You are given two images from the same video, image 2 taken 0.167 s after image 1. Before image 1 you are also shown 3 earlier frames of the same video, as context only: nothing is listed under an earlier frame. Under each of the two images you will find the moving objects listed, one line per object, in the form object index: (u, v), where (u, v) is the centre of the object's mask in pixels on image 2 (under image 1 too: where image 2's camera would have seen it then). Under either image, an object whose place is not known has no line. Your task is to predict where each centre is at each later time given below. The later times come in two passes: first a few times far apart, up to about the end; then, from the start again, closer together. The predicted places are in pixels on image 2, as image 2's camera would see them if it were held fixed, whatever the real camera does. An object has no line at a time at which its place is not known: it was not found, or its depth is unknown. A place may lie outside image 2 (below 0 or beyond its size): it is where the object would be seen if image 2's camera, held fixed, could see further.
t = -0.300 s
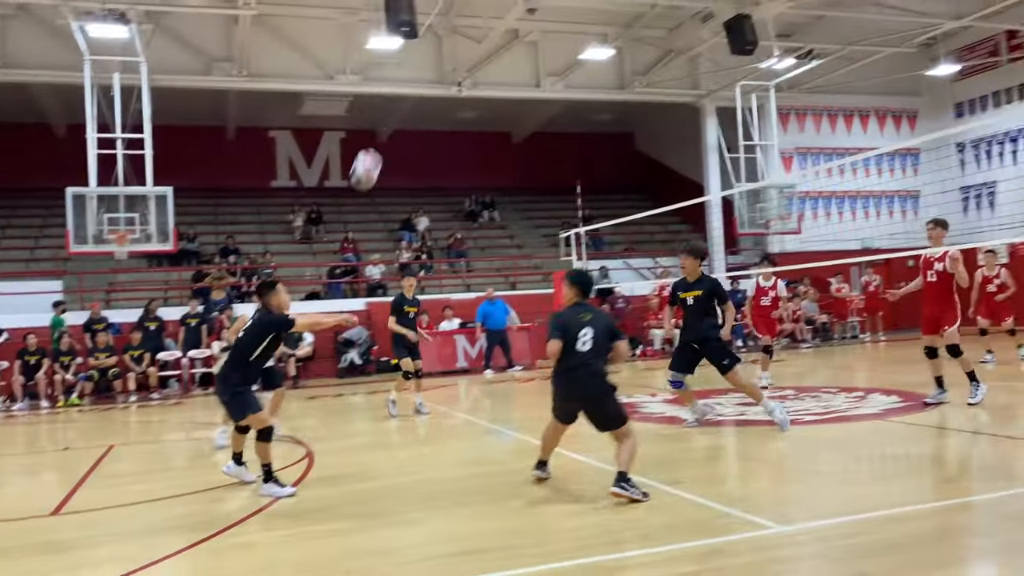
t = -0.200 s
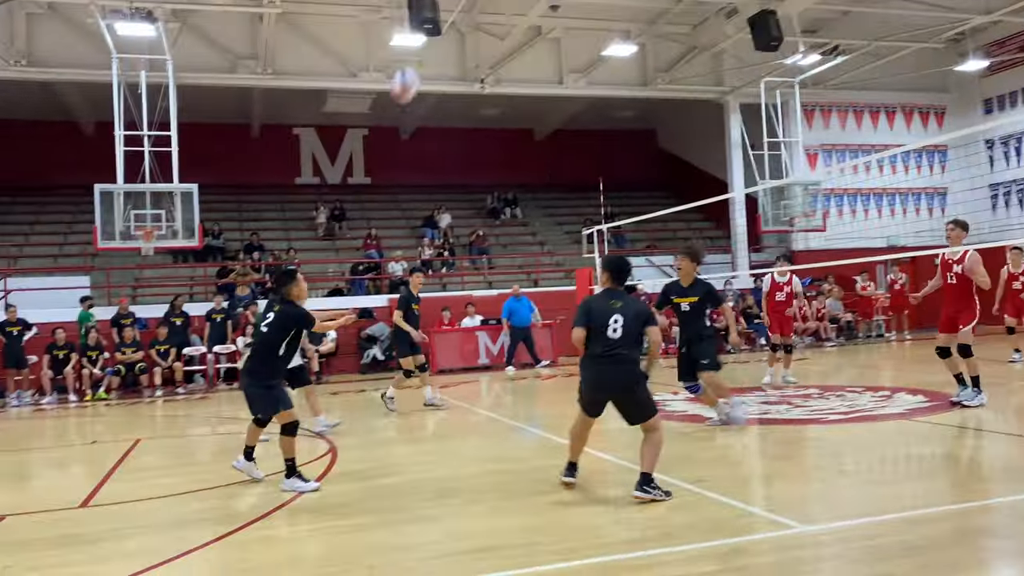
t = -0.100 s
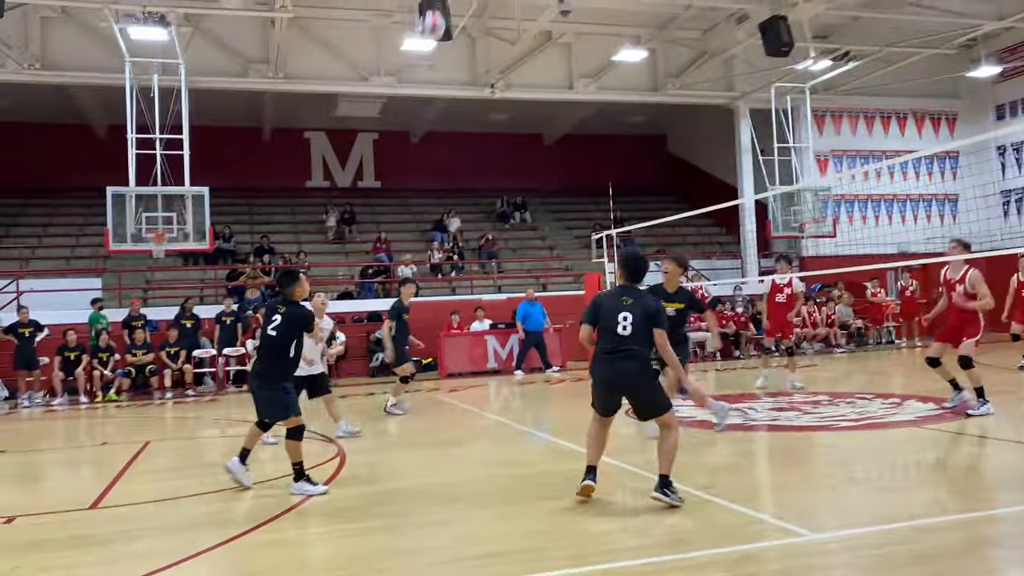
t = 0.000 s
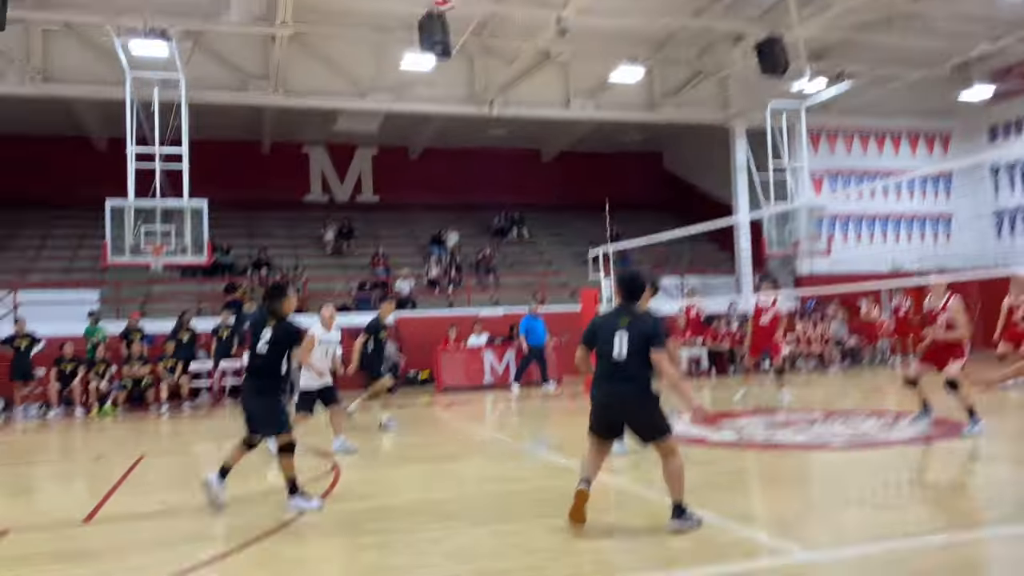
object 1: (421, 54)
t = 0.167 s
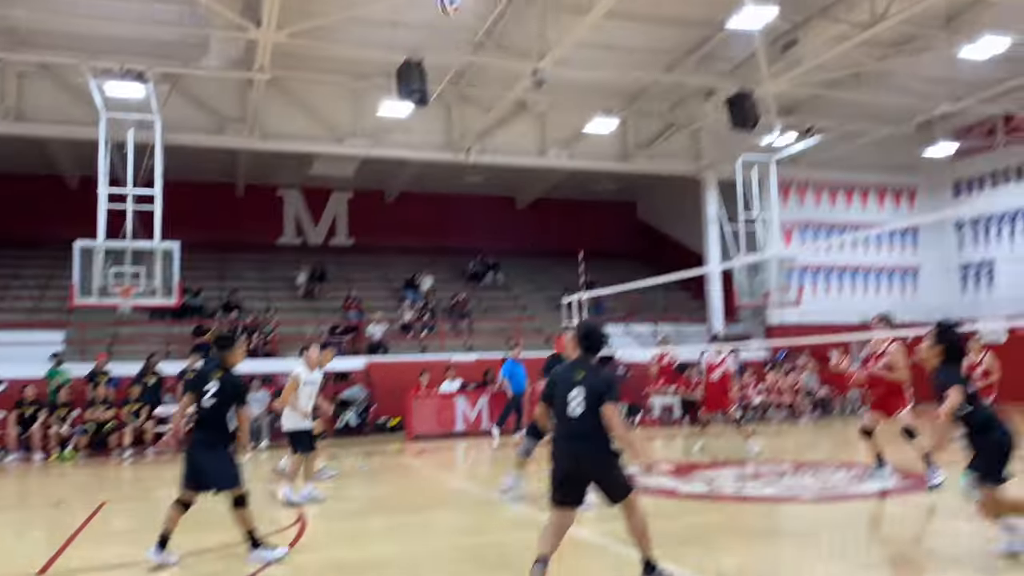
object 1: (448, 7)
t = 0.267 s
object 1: (460, -8)
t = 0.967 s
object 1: (544, 179)
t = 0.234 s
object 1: (459, -7)
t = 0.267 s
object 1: (460, -8)
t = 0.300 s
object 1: (466, -10)
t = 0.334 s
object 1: (470, -11)
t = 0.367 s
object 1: (474, -9)
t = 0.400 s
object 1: (479, -9)
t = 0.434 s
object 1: (483, -7)
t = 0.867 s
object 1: (533, 125)
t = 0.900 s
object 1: (536, 143)
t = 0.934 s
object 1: (540, 161)
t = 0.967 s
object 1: (544, 179)
